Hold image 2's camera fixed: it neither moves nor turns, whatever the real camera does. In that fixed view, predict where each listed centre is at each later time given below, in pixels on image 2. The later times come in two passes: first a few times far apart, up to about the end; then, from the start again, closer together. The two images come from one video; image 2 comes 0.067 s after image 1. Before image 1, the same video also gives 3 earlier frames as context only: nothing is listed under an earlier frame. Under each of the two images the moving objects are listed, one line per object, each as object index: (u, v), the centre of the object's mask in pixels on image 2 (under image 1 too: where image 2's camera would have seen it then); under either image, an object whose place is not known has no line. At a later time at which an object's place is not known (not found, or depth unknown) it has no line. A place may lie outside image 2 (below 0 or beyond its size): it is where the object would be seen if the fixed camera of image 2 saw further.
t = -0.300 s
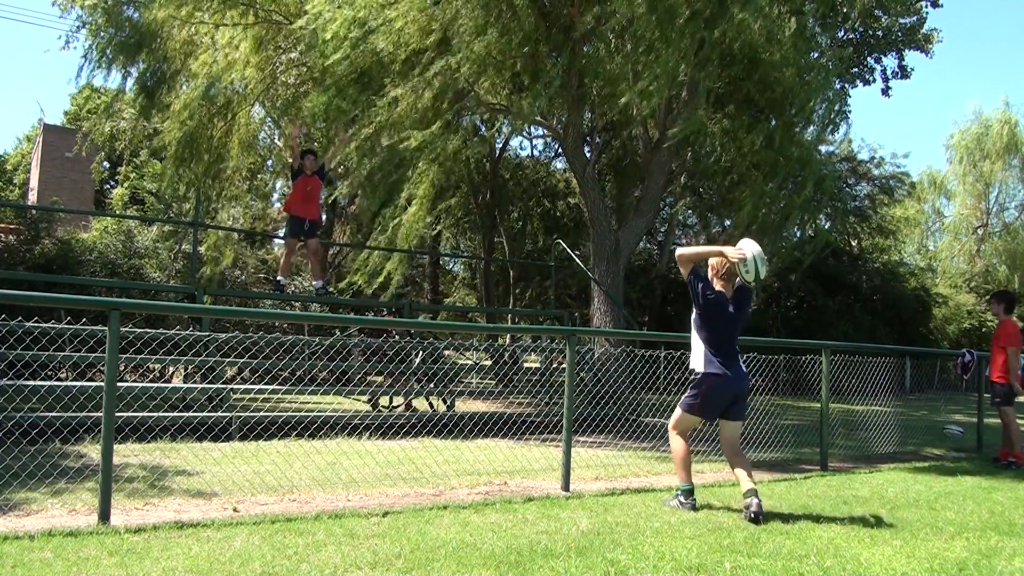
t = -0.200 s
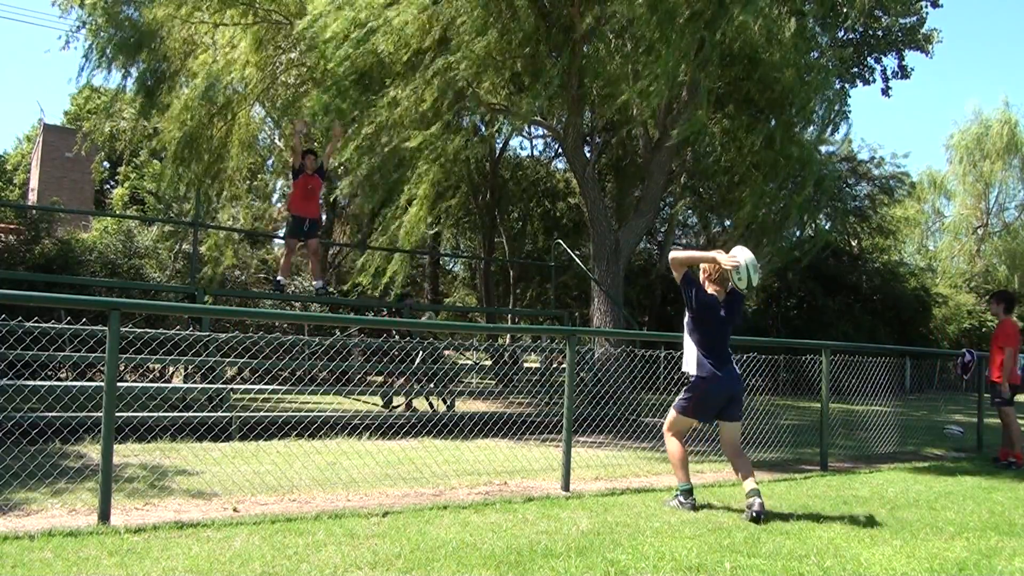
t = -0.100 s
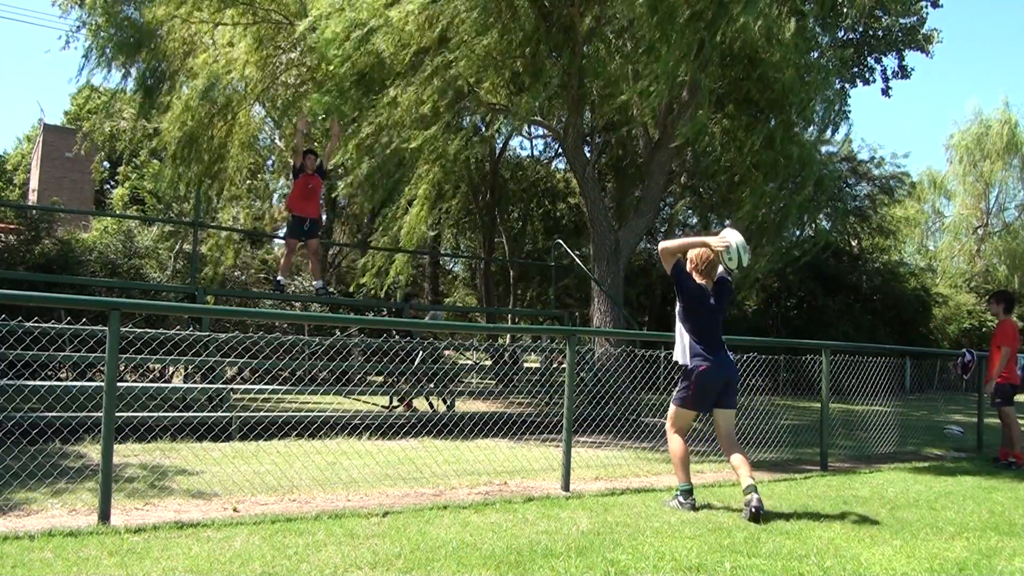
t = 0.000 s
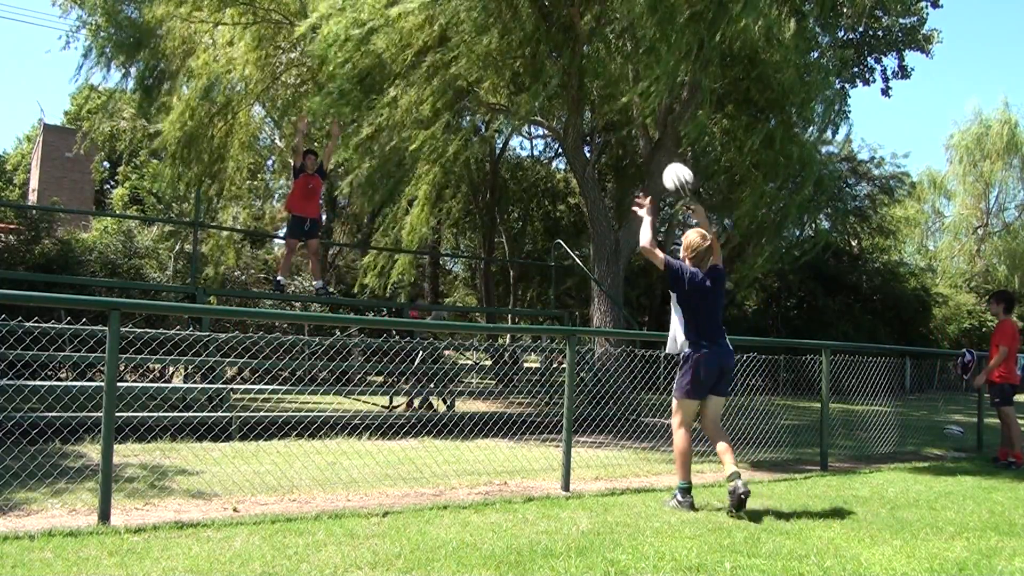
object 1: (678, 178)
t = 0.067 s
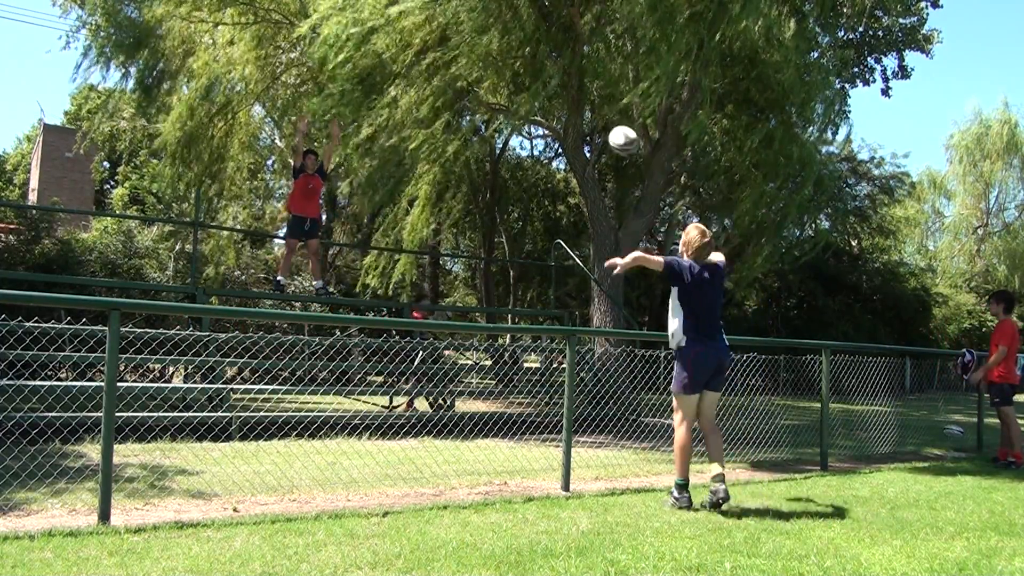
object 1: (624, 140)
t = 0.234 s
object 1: (515, 83)
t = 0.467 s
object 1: (403, 70)
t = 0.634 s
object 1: (341, 90)
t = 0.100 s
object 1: (599, 124)
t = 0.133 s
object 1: (576, 112)
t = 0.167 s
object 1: (554, 99)
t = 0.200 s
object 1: (535, 90)
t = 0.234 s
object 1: (515, 83)
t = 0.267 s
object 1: (497, 78)
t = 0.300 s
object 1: (478, 73)
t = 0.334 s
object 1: (463, 71)
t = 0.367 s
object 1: (446, 68)
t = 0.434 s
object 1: (417, 68)
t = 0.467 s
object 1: (403, 70)
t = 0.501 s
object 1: (390, 73)
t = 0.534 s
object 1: (376, 76)
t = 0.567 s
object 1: (364, 80)
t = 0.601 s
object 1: (353, 85)
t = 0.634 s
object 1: (341, 90)
